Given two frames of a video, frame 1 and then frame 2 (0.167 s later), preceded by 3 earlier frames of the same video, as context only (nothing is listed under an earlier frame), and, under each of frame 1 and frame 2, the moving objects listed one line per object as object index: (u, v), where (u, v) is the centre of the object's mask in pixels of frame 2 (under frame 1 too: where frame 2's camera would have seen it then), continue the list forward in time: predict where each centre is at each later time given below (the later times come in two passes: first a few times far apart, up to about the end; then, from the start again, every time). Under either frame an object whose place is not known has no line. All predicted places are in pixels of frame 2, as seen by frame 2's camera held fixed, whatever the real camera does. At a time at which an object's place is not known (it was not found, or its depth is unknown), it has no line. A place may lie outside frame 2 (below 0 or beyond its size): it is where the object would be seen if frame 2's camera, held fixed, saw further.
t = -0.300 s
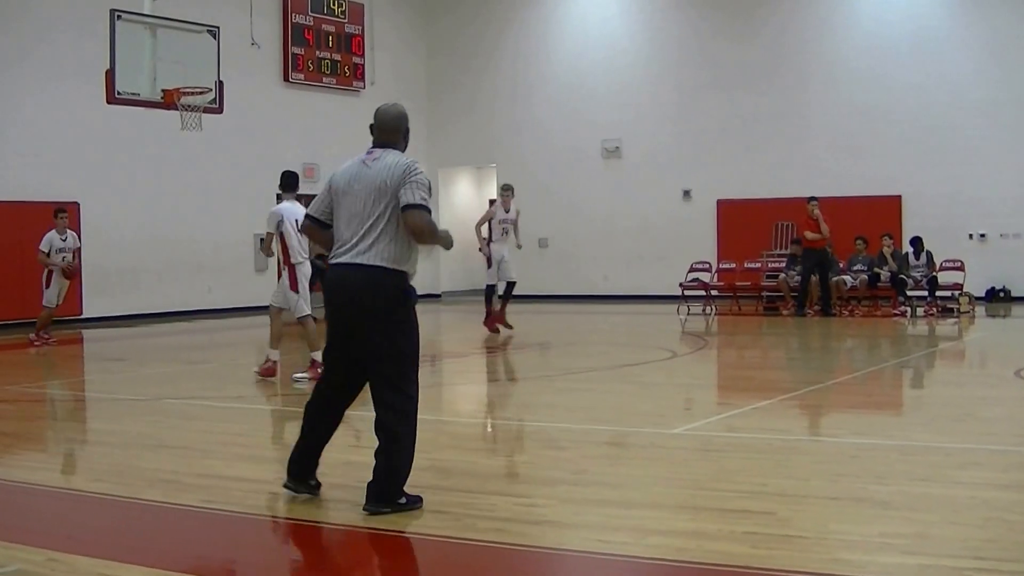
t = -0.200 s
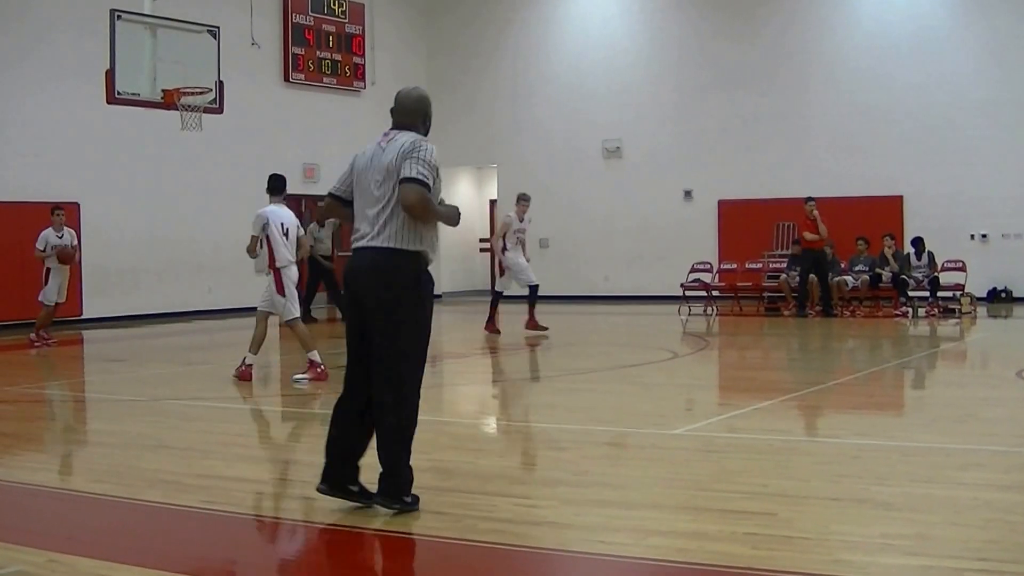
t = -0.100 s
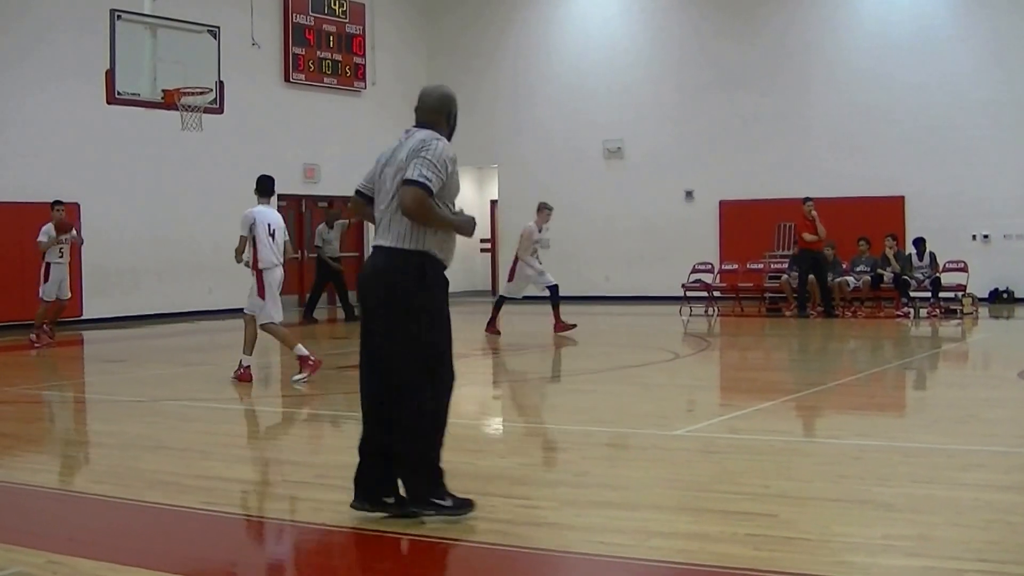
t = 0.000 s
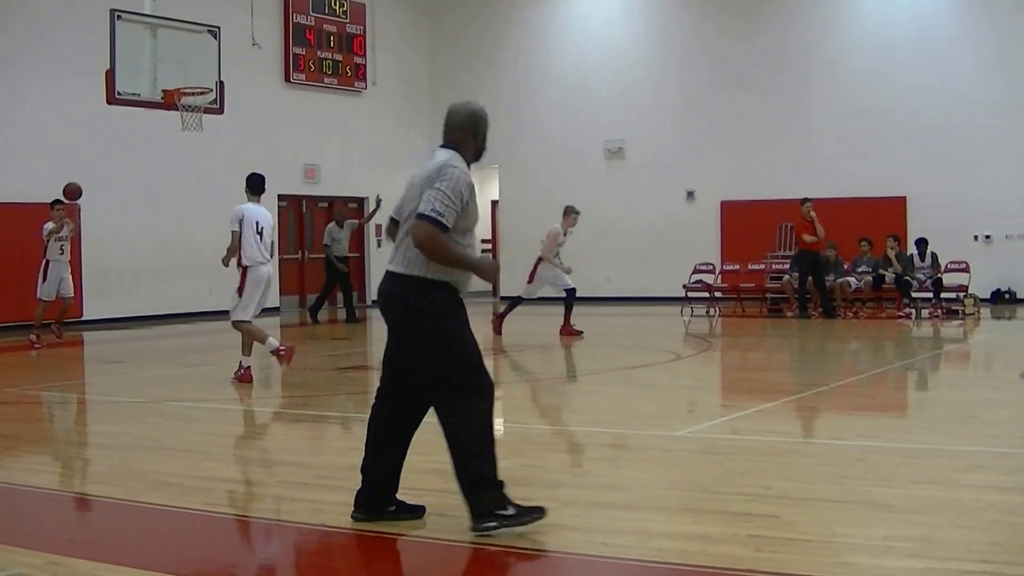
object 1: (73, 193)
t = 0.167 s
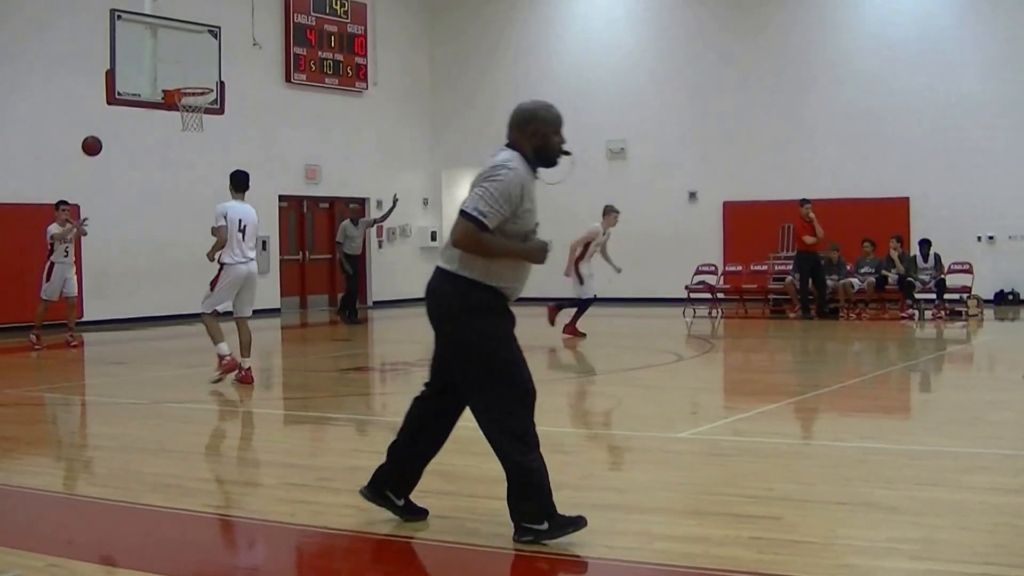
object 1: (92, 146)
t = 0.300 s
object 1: (108, 121)
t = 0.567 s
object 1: (147, 116)
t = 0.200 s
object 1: (96, 138)
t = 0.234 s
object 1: (100, 131)
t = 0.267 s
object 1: (104, 126)
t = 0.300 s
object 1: (108, 121)
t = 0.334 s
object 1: (113, 117)
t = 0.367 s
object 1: (117, 114)
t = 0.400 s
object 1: (122, 112)
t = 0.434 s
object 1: (126, 111)
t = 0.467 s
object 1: (131, 111)
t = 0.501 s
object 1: (136, 111)
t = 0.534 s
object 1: (142, 113)
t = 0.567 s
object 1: (147, 116)
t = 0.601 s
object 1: (153, 120)
